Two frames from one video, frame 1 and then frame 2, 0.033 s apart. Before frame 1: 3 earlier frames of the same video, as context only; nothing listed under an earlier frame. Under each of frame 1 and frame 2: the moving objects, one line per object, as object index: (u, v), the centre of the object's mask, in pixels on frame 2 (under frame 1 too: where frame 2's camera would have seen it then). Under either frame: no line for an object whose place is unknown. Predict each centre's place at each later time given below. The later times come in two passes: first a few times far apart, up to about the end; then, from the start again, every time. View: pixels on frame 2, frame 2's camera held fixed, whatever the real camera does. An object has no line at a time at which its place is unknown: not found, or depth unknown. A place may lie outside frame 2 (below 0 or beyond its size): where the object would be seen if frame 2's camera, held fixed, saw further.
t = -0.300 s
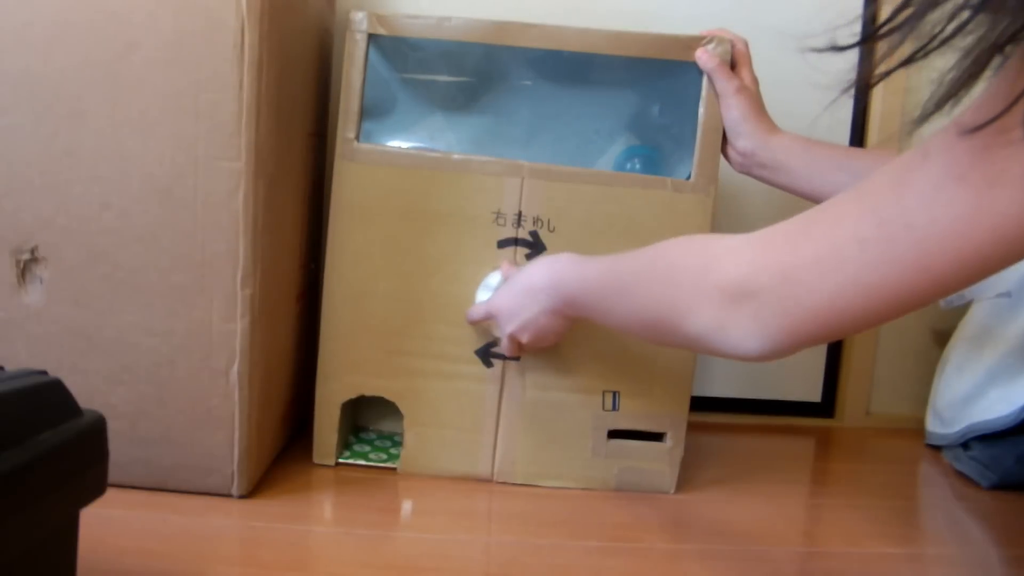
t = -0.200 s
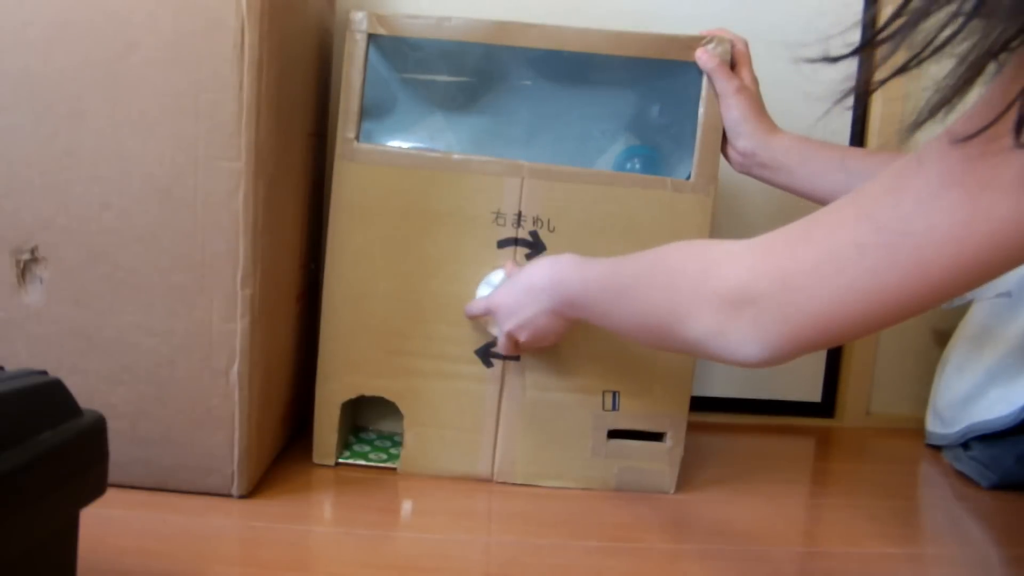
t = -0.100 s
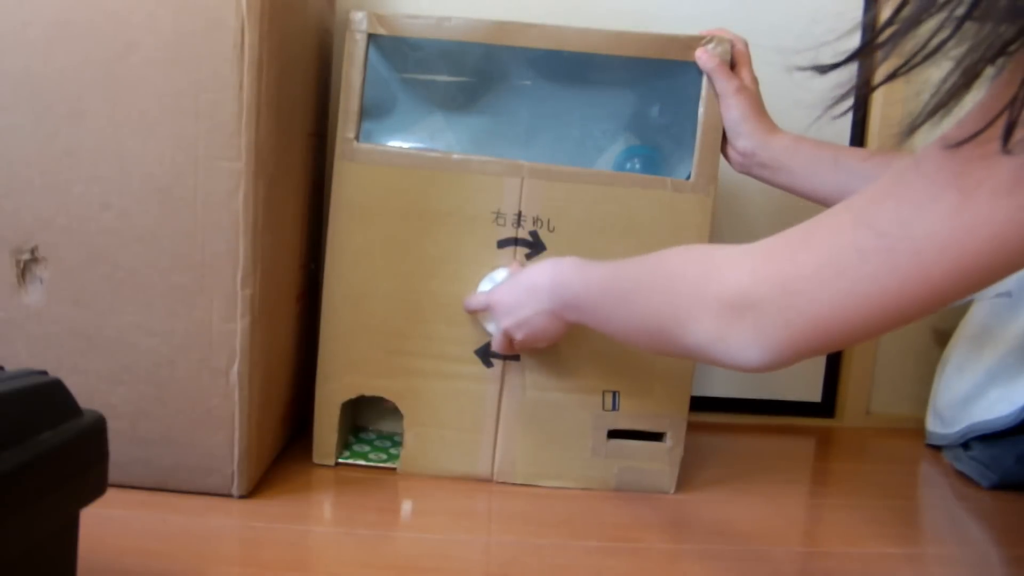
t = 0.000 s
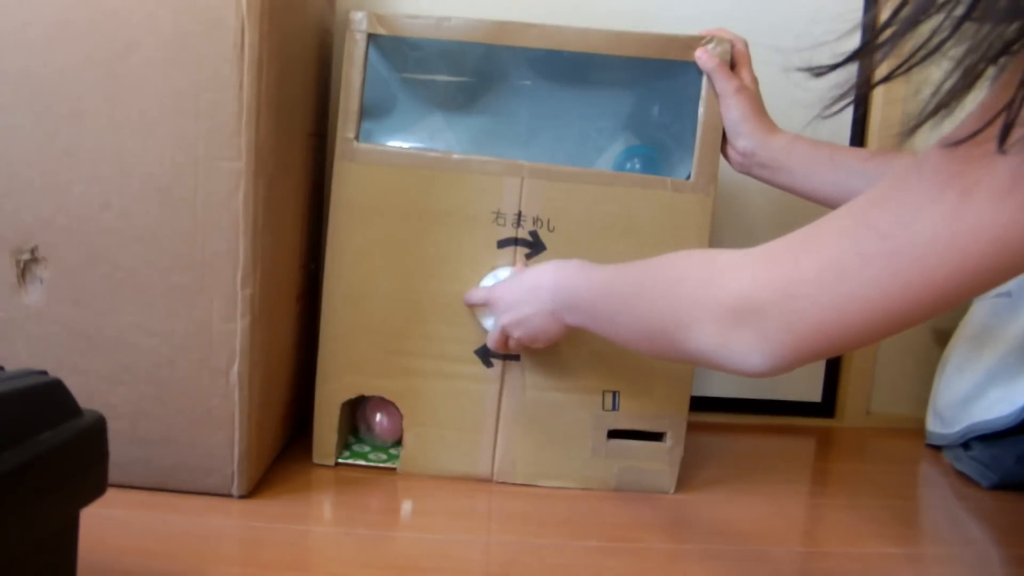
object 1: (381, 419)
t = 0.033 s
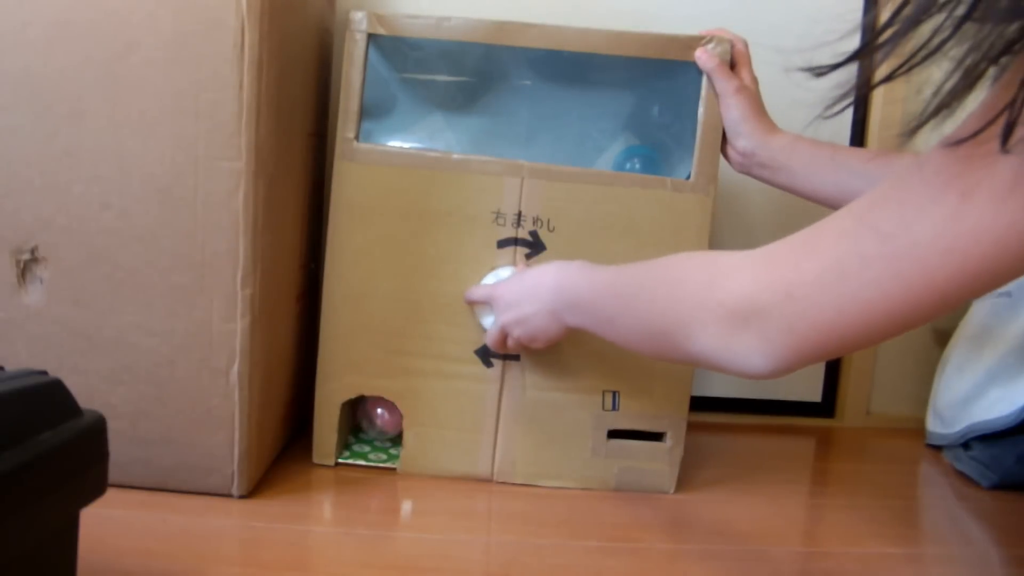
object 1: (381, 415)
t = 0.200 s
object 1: (373, 416)
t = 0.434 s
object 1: (366, 437)
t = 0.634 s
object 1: (358, 460)
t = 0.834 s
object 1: (344, 475)
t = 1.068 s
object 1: (306, 495)
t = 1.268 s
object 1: (264, 522)
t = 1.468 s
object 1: (226, 537)
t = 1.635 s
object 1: (178, 543)
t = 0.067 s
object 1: (381, 417)
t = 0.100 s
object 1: (379, 418)
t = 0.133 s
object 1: (378, 418)
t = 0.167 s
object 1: (376, 417)
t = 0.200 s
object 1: (373, 416)
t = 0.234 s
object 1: (372, 417)
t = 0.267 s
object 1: (371, 420)
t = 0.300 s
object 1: (370, 423)
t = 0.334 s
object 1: (368, 427)
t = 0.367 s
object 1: (367, 430)
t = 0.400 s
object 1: (366, 434)
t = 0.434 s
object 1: (366, 437)
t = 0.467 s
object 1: (365, 441)
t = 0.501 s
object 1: (363, 449)
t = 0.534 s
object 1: (362, 452)
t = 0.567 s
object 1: (361, 456)
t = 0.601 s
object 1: (359, 458)
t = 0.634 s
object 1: (358, 460)
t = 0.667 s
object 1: (356, 463)
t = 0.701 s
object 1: (354, 465)
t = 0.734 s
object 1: (352, 467)
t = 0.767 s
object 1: (350, 469)
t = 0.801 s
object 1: (347, 472)
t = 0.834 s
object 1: (344, 475)
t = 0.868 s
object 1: (340, 477)
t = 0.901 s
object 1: (337, 480)
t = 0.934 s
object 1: (333, 482)
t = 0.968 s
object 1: (327, 486)
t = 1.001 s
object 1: (321, 488)
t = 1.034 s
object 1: (315, 486)
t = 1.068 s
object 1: (306, 495)
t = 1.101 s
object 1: (299, 502)
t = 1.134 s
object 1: (291, 507)
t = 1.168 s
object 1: (284, 511)
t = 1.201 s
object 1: (276, 515)
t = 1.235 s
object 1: (270, 519)
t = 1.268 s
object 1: (264, 522)
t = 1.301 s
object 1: (258, 525)
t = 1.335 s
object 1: (253, 528)
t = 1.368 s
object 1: (247, 530)
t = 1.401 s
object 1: (240, 533)
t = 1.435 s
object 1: (233, 535)
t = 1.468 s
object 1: (226, 537)
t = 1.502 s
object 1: (218, 539)
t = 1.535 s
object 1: (209, 541)
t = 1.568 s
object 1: (199, 542)
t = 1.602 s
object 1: (188, 543)
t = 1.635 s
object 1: (178, 543)
